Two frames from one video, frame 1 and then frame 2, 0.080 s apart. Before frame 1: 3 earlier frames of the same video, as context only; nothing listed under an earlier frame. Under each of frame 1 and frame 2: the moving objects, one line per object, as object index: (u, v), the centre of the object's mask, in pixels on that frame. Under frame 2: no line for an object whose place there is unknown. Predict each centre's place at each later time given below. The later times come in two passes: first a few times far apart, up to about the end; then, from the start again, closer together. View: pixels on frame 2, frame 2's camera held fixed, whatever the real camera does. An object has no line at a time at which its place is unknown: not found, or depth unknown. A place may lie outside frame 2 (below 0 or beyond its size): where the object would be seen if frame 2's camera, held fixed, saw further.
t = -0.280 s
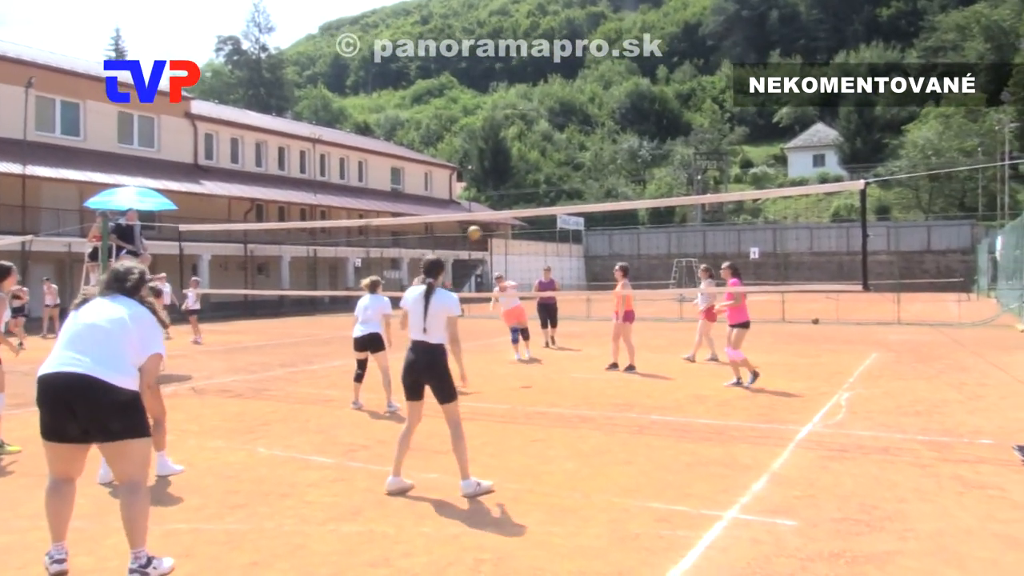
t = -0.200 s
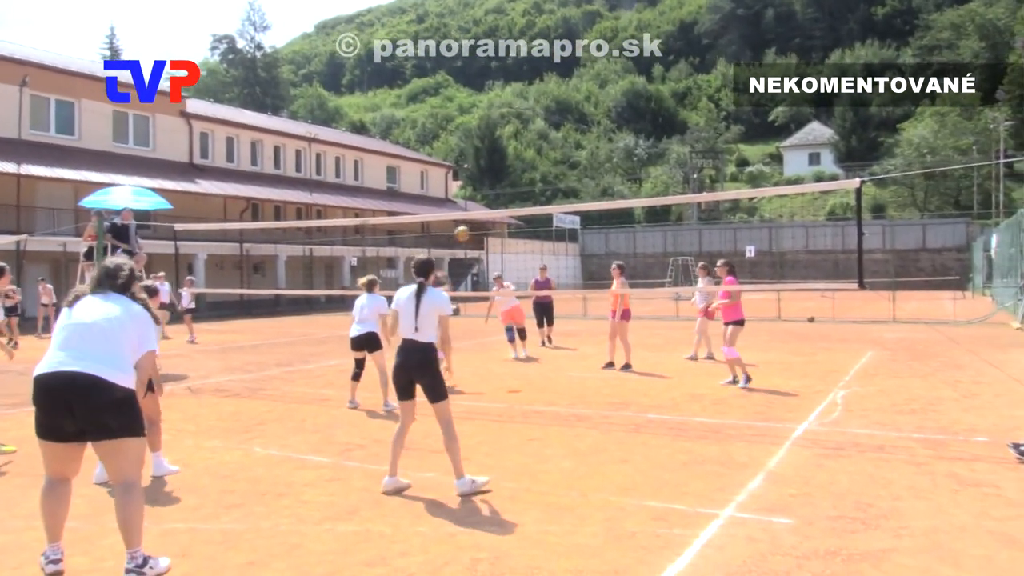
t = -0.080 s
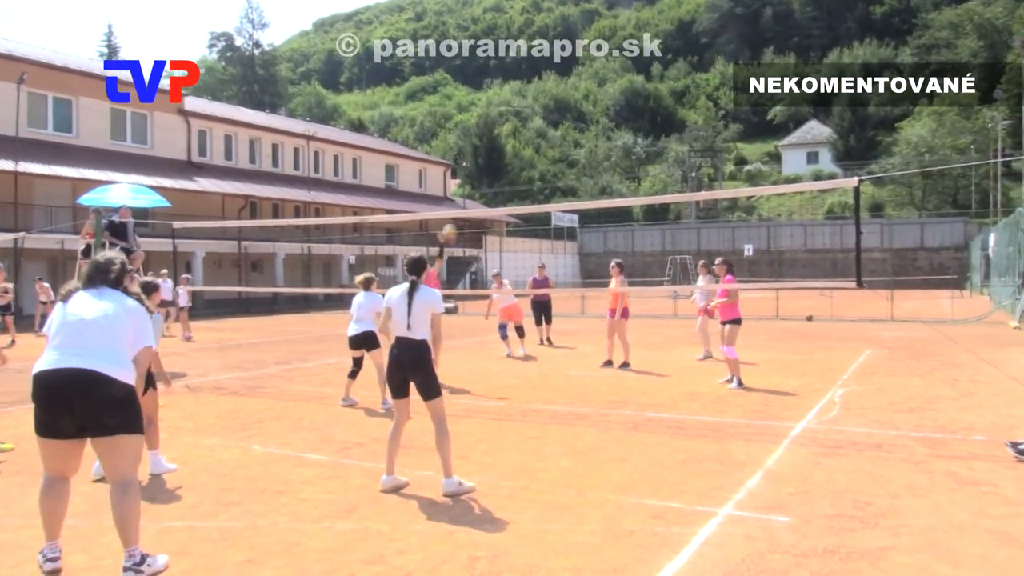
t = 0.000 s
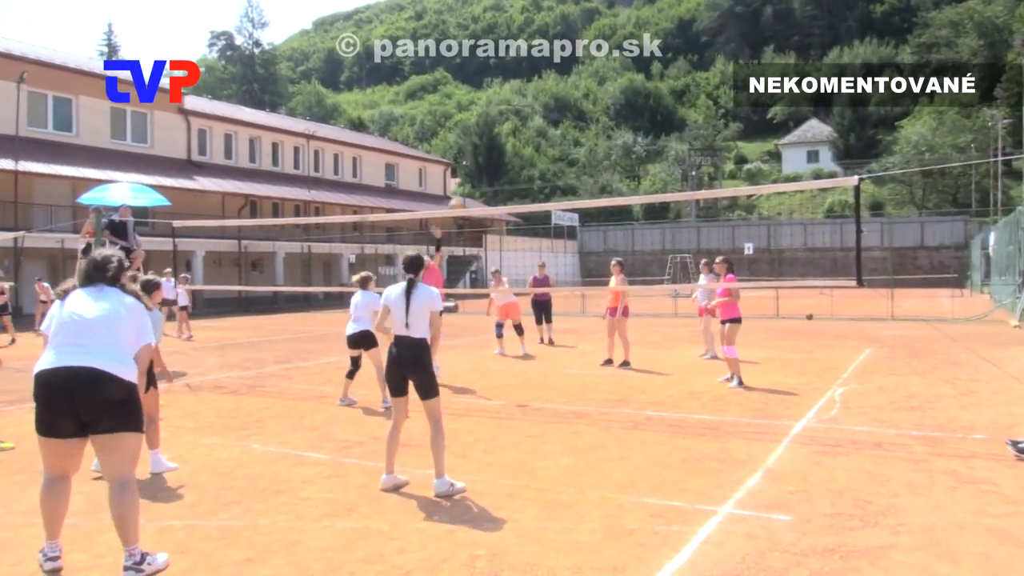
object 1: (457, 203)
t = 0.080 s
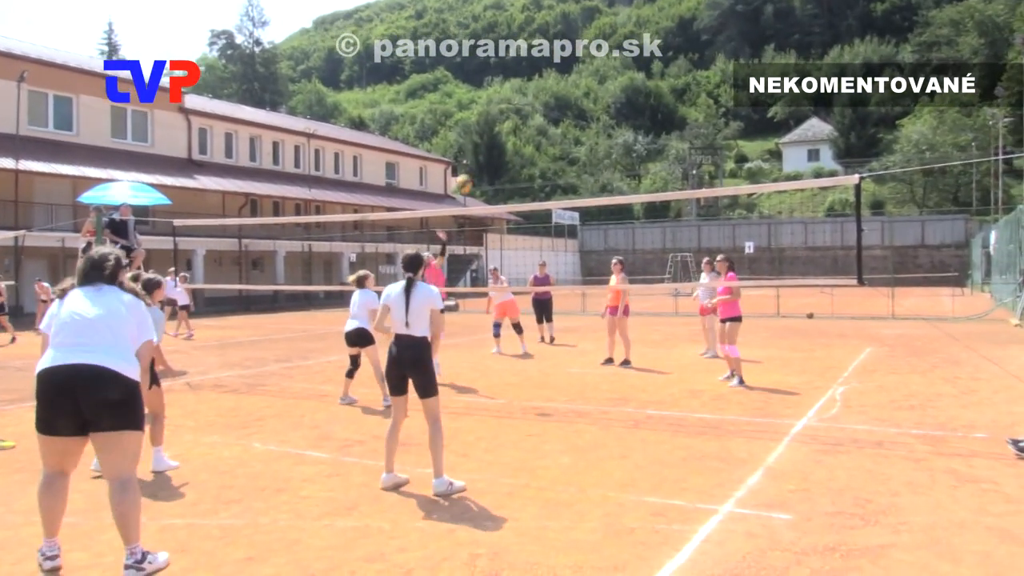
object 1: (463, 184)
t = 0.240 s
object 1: (479, 150)
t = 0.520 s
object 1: (514, 141)
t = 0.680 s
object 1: (540, 179)
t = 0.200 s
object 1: (475, 157)
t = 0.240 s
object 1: (479, 150)
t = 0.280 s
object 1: (483, 145)
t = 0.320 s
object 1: (488, 140)
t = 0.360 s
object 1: (493, 137)
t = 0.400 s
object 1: (498, 136)
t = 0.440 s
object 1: (503, 136)
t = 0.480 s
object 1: (508, 136)
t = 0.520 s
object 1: (514, 141)
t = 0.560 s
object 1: (520, 147)
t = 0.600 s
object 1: (526, 155)
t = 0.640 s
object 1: (534, 165)
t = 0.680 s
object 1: (540, 179)
